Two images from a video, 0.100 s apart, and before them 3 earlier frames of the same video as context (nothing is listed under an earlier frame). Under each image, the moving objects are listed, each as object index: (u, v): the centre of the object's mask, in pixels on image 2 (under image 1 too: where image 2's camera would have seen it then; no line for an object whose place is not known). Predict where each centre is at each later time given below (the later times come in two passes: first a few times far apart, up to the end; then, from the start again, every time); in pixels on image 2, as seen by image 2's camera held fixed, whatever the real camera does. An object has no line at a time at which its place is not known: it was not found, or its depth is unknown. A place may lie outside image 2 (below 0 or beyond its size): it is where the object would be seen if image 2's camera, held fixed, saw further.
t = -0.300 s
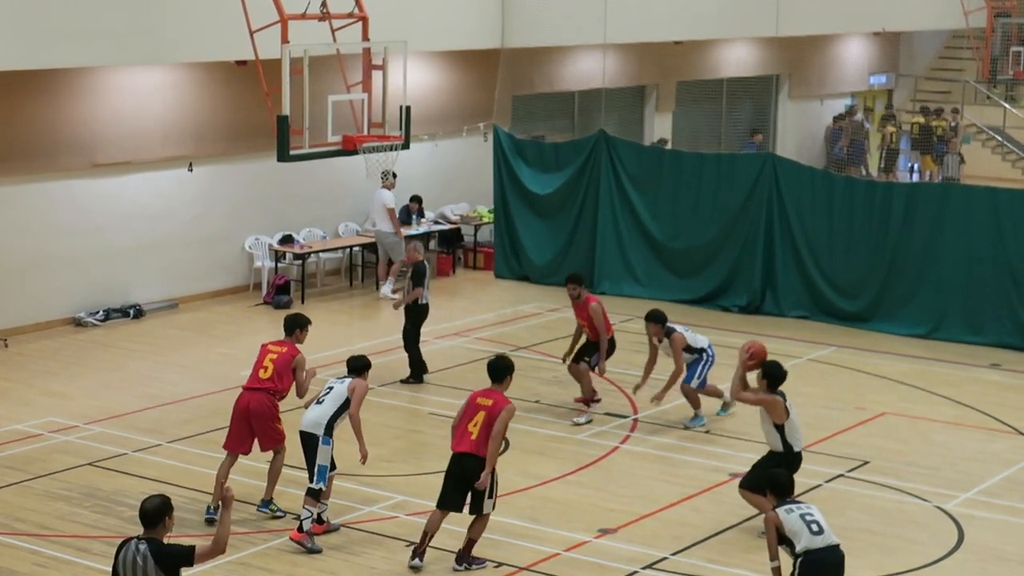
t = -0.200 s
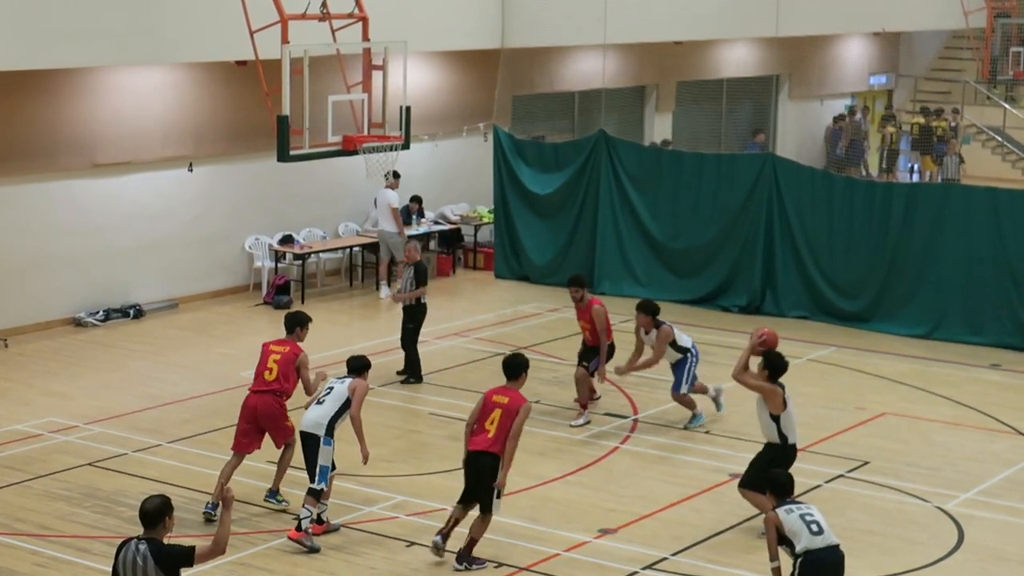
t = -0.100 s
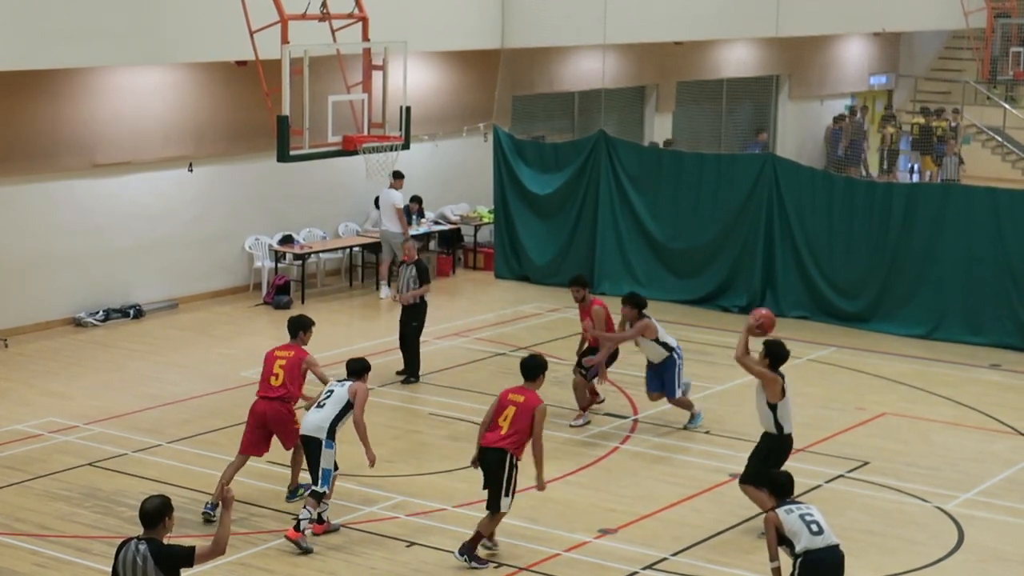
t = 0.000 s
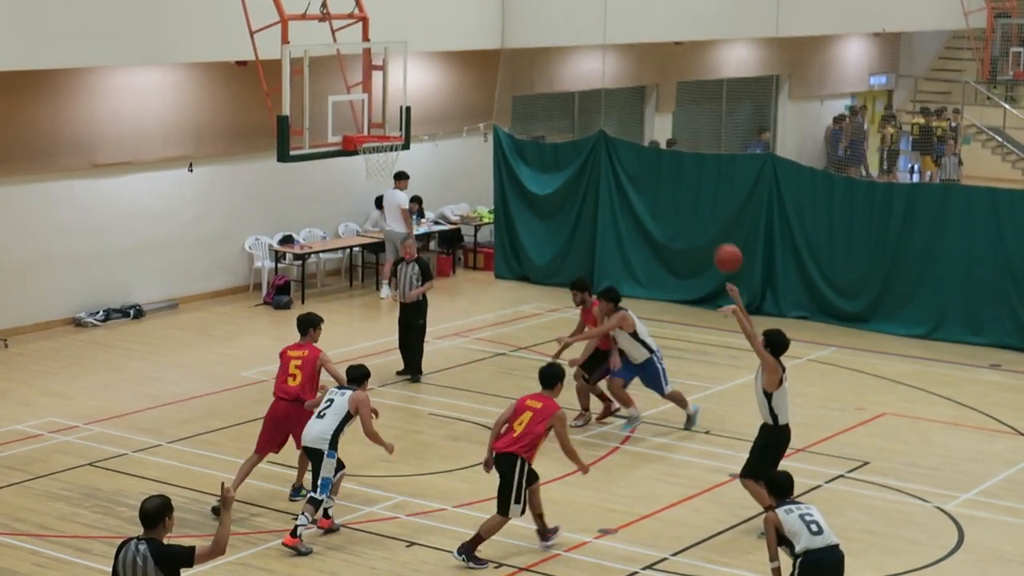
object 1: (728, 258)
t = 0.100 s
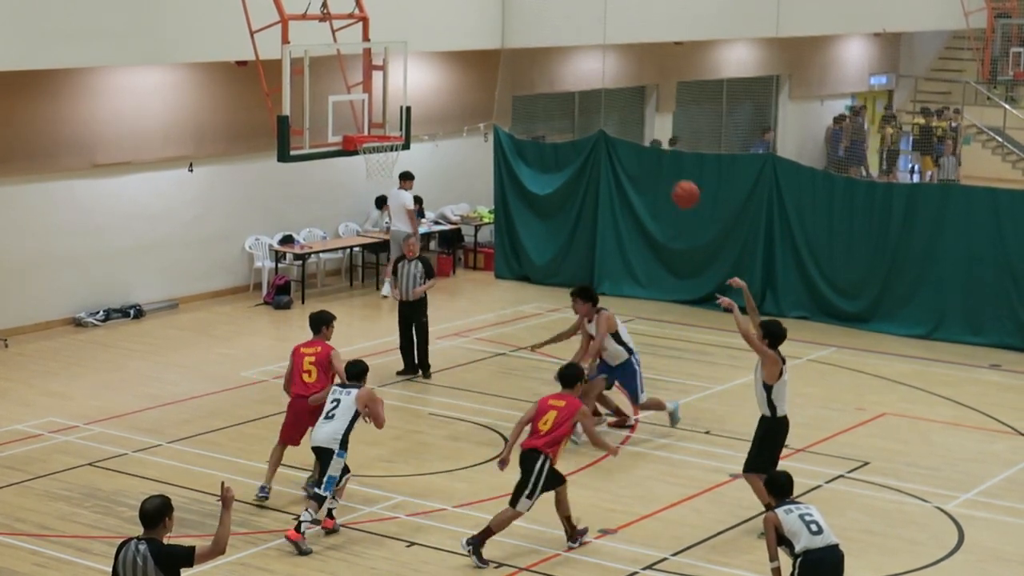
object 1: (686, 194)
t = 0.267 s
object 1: (615, 116)
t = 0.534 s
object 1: (508, 61)
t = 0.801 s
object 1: (408, 80)
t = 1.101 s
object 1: (365, 96)
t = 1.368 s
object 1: (401, 93)
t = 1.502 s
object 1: (419, 118)
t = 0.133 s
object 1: (671, 176)
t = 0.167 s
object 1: (657, 159)
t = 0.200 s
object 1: (643, 143)
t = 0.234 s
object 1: (629, 129)
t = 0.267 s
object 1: (615, 116)
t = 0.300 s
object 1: (601, 104)
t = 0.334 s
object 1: (588, 95)
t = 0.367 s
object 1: (574, 86)
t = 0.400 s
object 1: (561, 79)
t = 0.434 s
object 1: (548, 73)
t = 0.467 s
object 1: (534, 67)
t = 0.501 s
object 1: (521, 63)
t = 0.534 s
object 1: (508, 61)
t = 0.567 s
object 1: (495, 60)
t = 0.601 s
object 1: (482, 59)
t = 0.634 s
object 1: (469, 60)
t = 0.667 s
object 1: (457, 61)
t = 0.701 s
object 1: (444, 65)
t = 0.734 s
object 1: (432, 69)
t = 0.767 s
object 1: (420, 74)
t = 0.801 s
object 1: (408, 80)
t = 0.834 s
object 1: (396, 88)
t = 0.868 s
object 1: (385, 96)
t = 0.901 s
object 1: (373, 106)
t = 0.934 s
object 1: (362, 116)
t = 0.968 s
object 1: (352, 125)
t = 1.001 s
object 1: (352, 115)
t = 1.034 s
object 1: (357, 108)
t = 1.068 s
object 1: (361, 101)
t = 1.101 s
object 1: (365, 96)
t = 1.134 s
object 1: (370, 91)
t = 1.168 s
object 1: (374, 89)
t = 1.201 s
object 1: (379, 86)
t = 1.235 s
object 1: (383, 85)
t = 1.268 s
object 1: (387, 86)
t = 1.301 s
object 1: (392, 87)
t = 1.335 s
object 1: (396, 89)
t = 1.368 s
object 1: (401, 93)
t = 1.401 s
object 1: (405, 98)
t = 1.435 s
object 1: (409, 103)
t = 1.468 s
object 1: (414, 110)
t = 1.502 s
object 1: (419, 118)
